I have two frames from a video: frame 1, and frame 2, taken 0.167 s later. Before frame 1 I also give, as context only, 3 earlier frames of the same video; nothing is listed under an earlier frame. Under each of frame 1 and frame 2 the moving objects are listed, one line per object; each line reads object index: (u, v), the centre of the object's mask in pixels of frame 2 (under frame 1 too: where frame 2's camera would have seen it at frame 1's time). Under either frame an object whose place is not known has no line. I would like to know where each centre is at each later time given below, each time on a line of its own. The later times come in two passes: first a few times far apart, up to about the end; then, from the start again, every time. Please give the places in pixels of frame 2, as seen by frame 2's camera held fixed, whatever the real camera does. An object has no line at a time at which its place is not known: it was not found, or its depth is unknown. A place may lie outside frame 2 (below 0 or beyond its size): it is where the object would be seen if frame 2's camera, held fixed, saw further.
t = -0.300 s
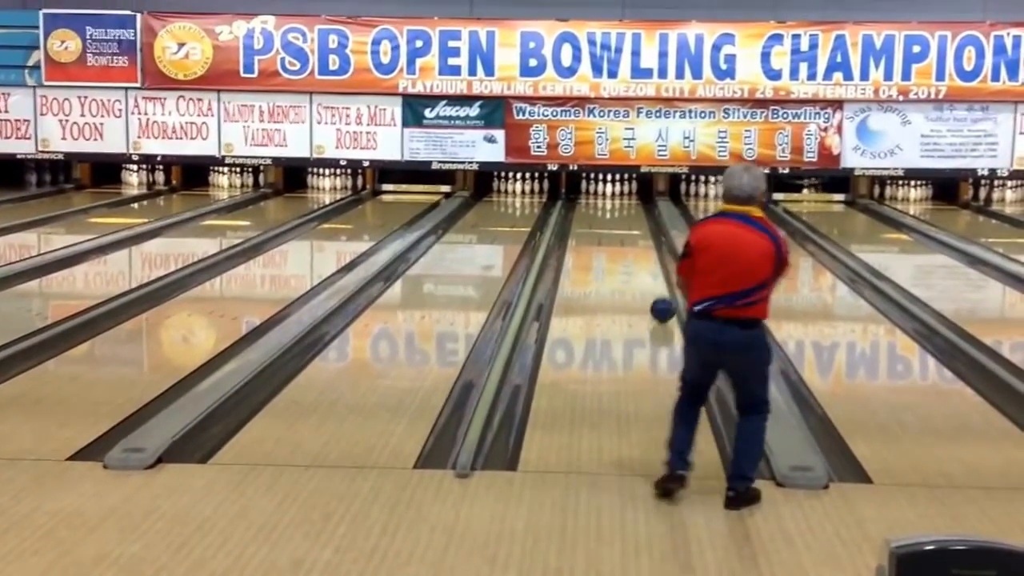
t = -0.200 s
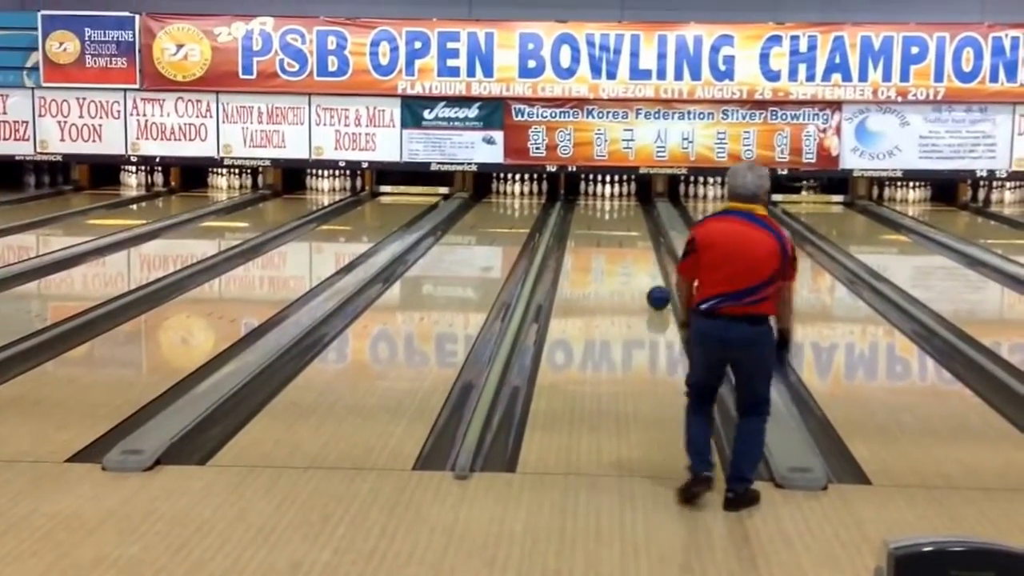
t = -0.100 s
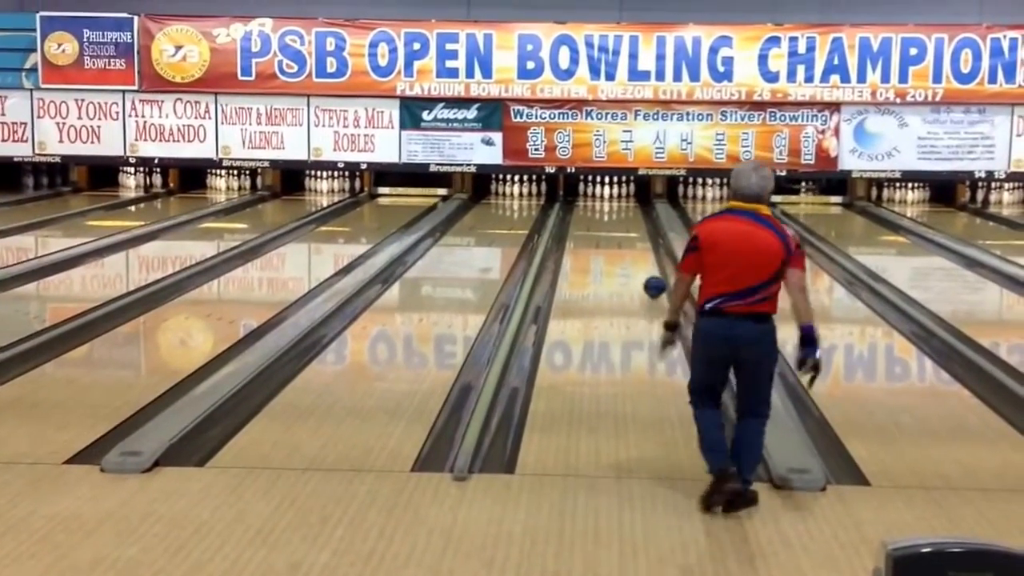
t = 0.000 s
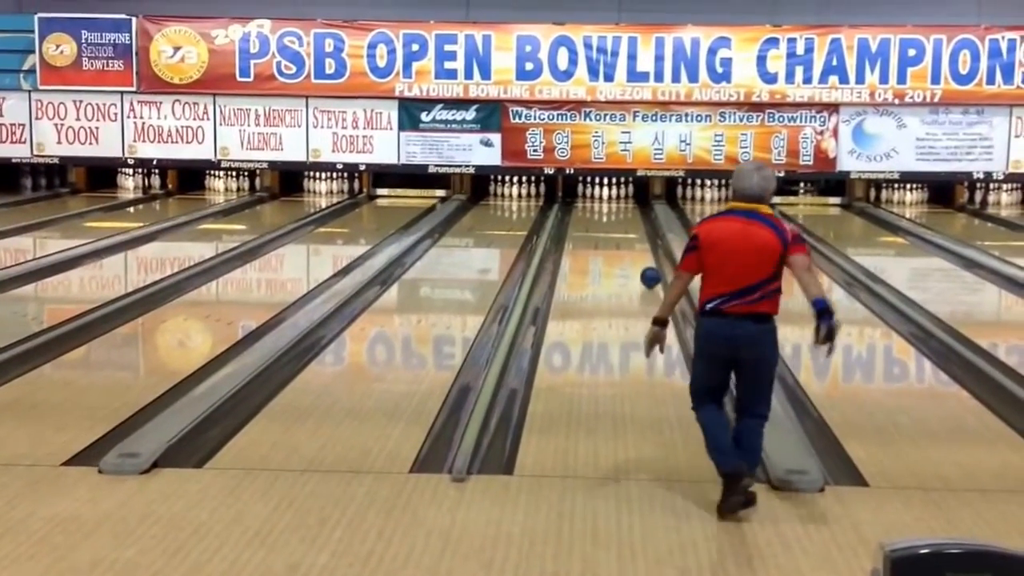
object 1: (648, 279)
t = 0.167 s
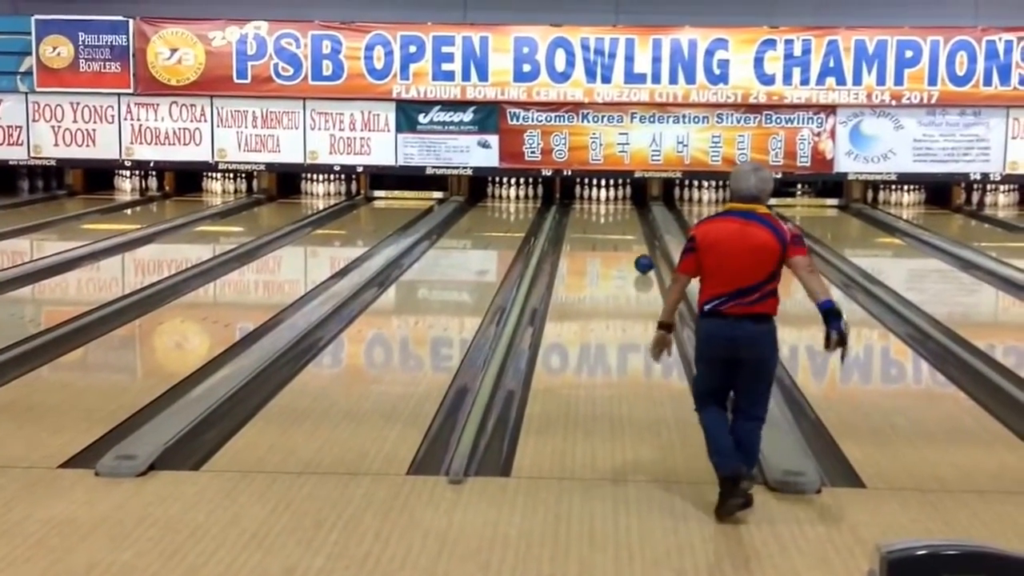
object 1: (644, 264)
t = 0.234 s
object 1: (642, 259)
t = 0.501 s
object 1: (637, 240)
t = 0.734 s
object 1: (632, 227)
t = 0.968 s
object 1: (626, 217)
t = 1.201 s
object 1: (622, 209)
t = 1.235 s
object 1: (621, 209)
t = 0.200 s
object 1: (643, 261)
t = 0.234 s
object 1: (642, 259)
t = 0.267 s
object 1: (642, 256)
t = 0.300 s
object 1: (641, 253)
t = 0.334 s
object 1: (640, 251)
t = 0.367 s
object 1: (639, 249)
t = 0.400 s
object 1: (639, 246)
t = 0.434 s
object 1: (638, 244)
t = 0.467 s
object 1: (637, 242)
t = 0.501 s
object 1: (637, 240)
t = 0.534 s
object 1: (636, 238)
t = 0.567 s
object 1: (635, 237)
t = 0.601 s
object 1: (635, 235)
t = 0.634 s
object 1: (634, 233)
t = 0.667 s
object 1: (633, 231)
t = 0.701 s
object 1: (632, 229)
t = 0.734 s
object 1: (632, 227)
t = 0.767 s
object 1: (631, 226)
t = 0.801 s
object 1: (630, 224)
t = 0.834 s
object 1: (630, 223)
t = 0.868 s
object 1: (629, 221)
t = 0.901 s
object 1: (628, 220)
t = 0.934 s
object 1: (627, 218)
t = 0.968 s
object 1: (626, 217)
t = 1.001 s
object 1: (626, 216)
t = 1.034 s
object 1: (626, 214)
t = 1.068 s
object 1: (625, 213)
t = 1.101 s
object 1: (624, 212)
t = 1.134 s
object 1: (624, 211)
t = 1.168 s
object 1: (623, 210)
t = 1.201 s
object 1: (622, 209)
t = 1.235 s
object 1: (621, 209)
